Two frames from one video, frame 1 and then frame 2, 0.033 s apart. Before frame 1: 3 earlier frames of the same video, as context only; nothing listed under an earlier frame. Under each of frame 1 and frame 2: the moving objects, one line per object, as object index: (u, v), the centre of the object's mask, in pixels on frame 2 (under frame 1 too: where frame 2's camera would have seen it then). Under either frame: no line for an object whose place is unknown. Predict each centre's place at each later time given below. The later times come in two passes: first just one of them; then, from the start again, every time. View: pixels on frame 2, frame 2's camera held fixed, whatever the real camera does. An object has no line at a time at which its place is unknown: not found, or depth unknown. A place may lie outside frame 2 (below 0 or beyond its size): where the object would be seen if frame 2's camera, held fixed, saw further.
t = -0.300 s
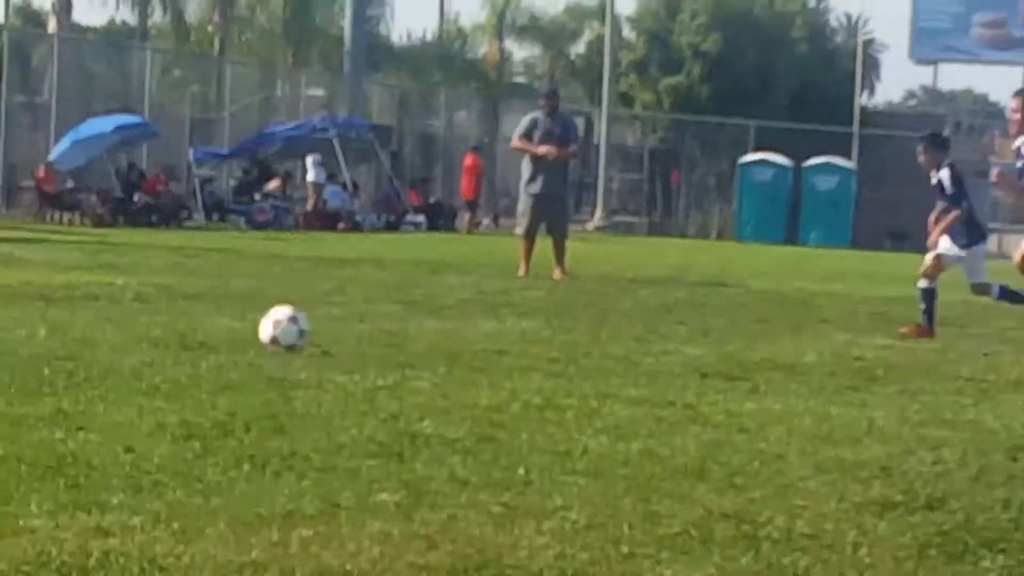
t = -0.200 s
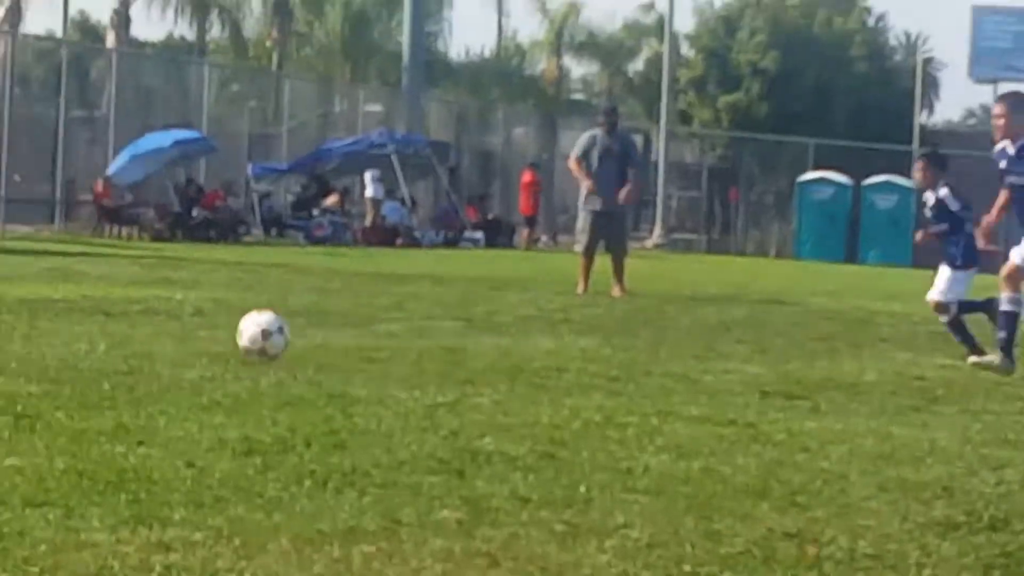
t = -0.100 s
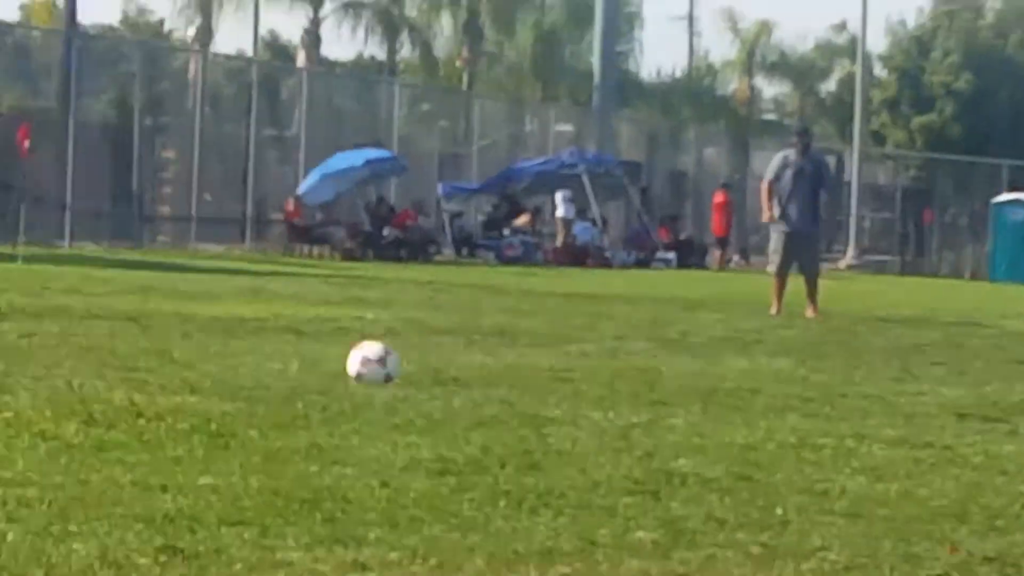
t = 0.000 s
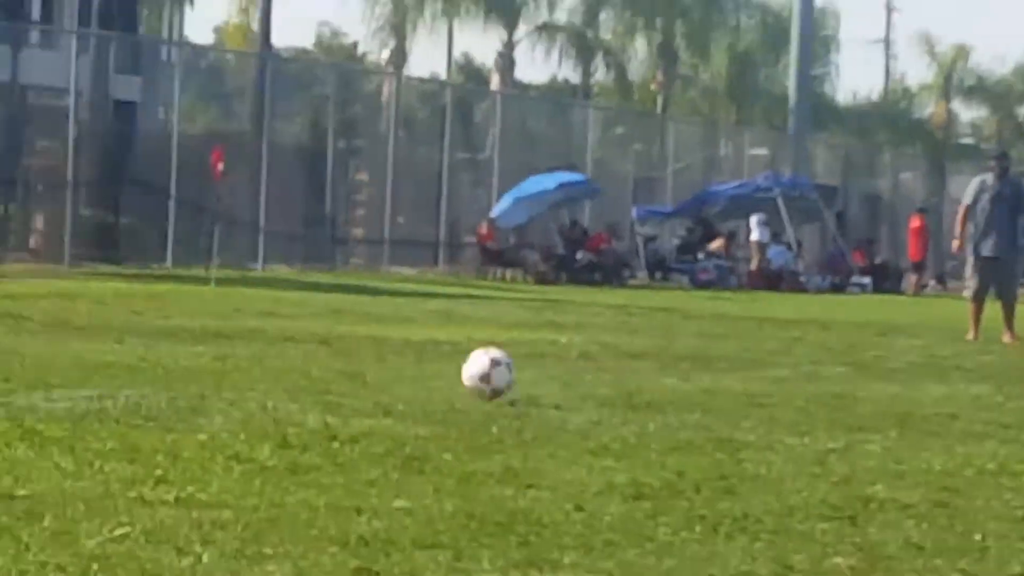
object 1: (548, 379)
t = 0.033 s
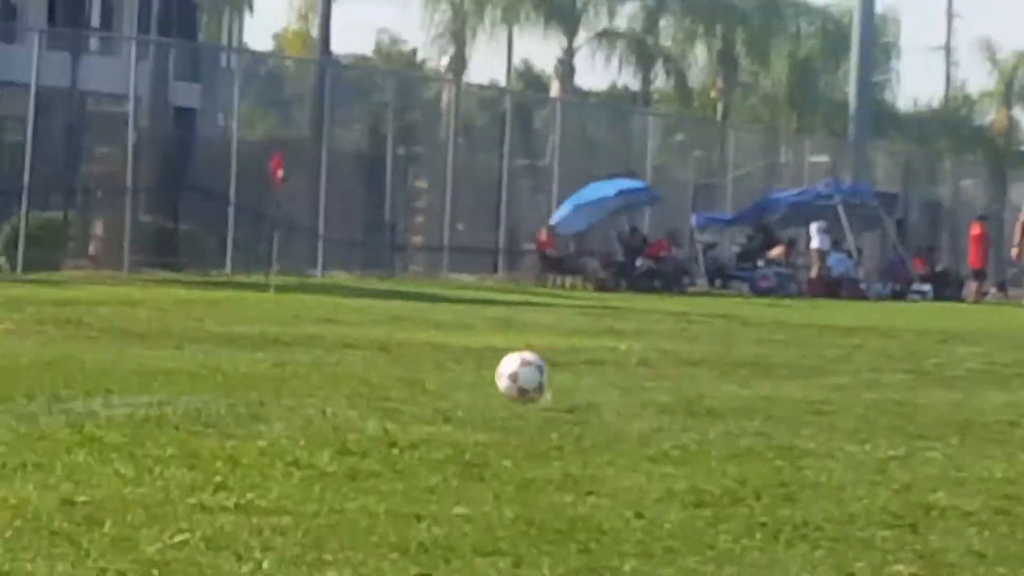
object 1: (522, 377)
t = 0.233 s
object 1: (363, 377)
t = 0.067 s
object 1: (495, 376)
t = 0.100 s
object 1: (467, 379)
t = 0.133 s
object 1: (441, 381)
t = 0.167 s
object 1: (414, 385)
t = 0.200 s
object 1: (389, 380)
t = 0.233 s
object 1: (363, 377)
